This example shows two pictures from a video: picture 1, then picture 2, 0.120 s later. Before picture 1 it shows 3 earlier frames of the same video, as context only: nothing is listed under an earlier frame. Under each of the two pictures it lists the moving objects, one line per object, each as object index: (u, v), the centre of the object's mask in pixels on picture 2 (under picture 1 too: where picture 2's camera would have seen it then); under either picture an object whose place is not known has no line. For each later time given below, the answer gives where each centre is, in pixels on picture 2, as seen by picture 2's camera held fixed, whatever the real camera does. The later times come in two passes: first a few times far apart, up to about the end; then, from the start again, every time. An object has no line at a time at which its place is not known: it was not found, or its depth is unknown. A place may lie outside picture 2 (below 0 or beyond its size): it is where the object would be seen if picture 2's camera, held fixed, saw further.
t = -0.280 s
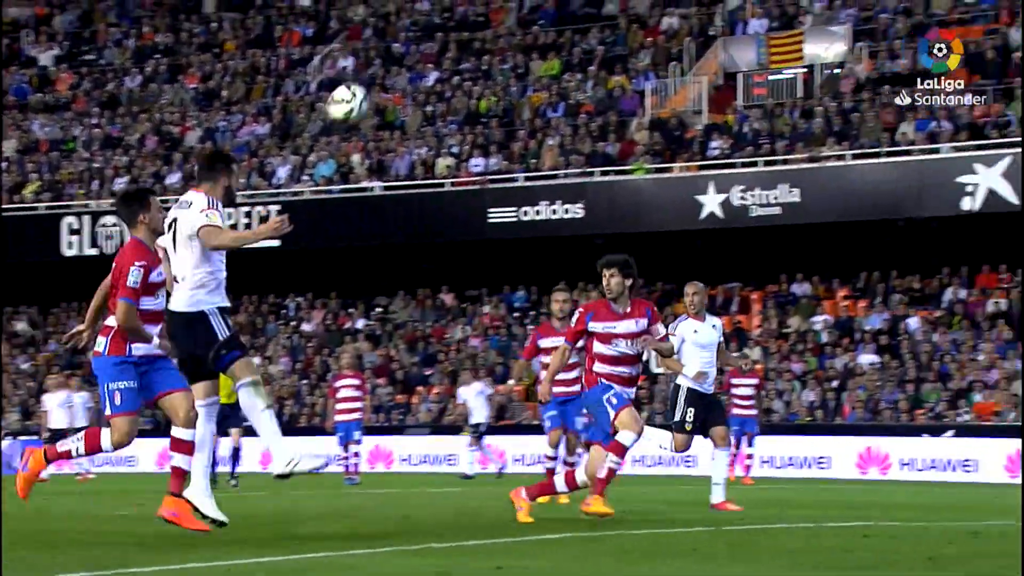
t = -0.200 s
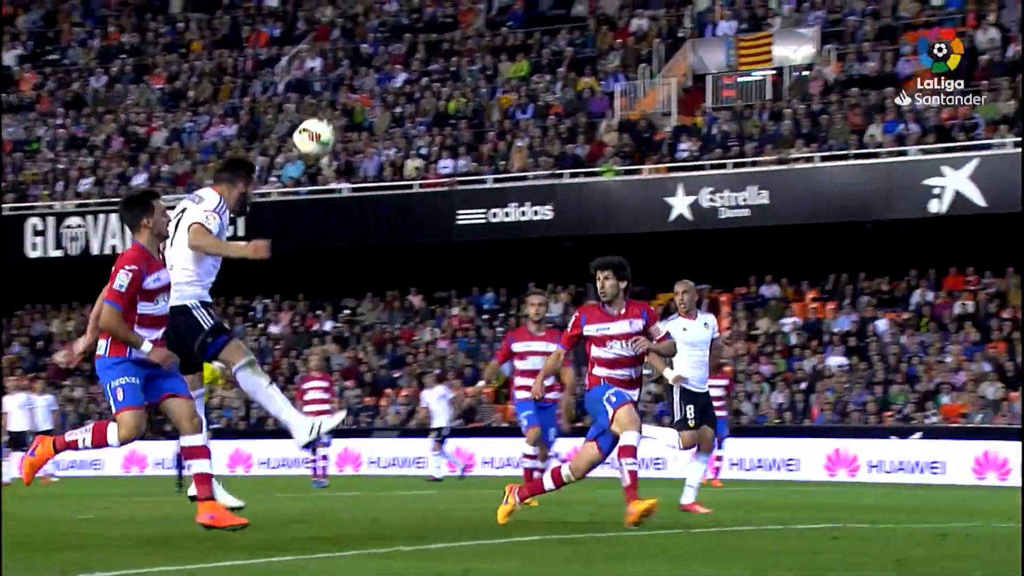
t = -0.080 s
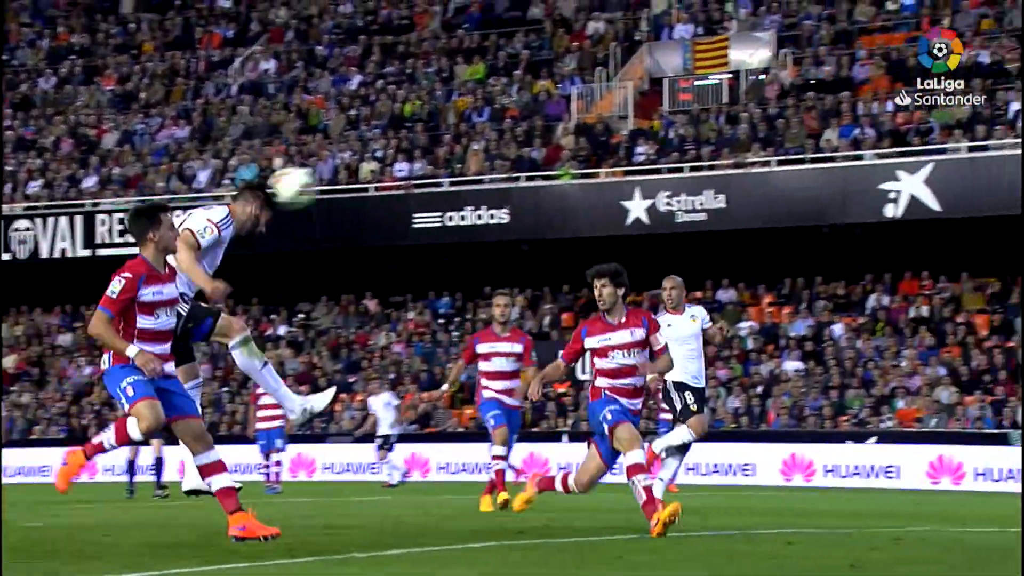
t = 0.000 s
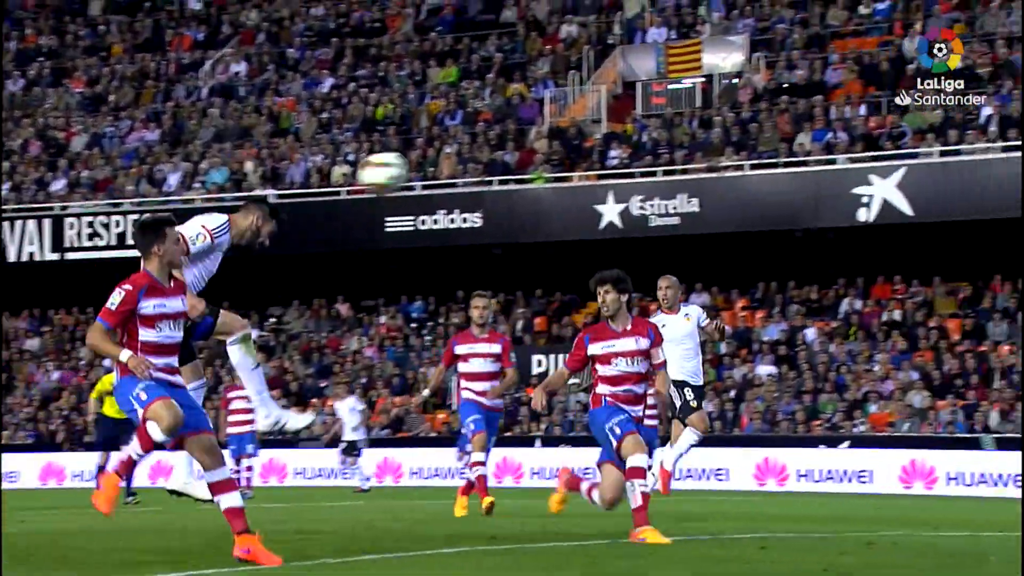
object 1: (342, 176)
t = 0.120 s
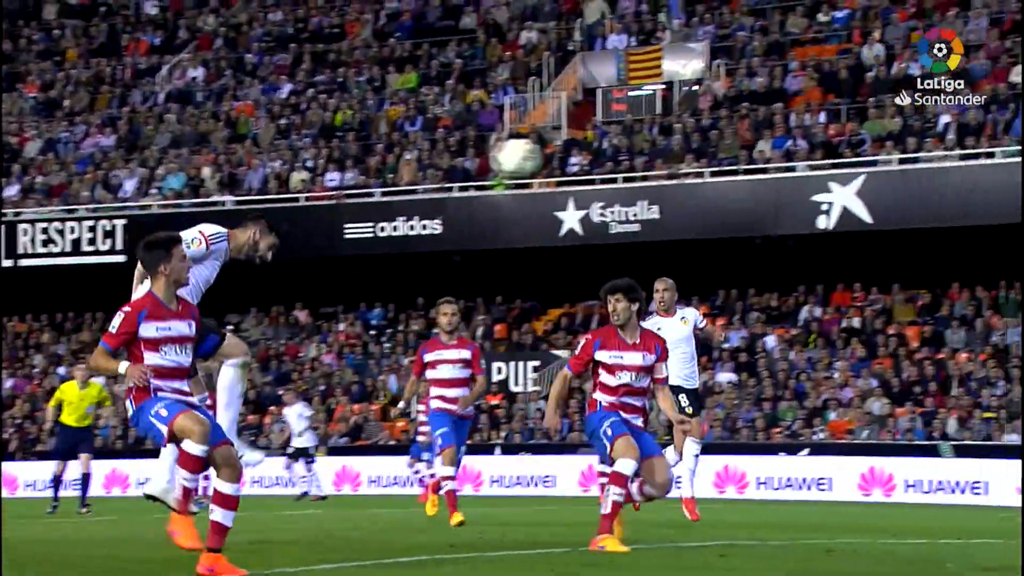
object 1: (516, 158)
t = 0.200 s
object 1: (628, 150)
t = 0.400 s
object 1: (907, 143)
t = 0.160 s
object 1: (572, 154)
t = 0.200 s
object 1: (628, 150)
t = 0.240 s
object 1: (684, 144)
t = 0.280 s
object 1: (738, 143)
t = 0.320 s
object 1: (797, 142)
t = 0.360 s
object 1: (850, 141)
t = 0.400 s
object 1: (907, 143)
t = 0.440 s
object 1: (964, 142)
